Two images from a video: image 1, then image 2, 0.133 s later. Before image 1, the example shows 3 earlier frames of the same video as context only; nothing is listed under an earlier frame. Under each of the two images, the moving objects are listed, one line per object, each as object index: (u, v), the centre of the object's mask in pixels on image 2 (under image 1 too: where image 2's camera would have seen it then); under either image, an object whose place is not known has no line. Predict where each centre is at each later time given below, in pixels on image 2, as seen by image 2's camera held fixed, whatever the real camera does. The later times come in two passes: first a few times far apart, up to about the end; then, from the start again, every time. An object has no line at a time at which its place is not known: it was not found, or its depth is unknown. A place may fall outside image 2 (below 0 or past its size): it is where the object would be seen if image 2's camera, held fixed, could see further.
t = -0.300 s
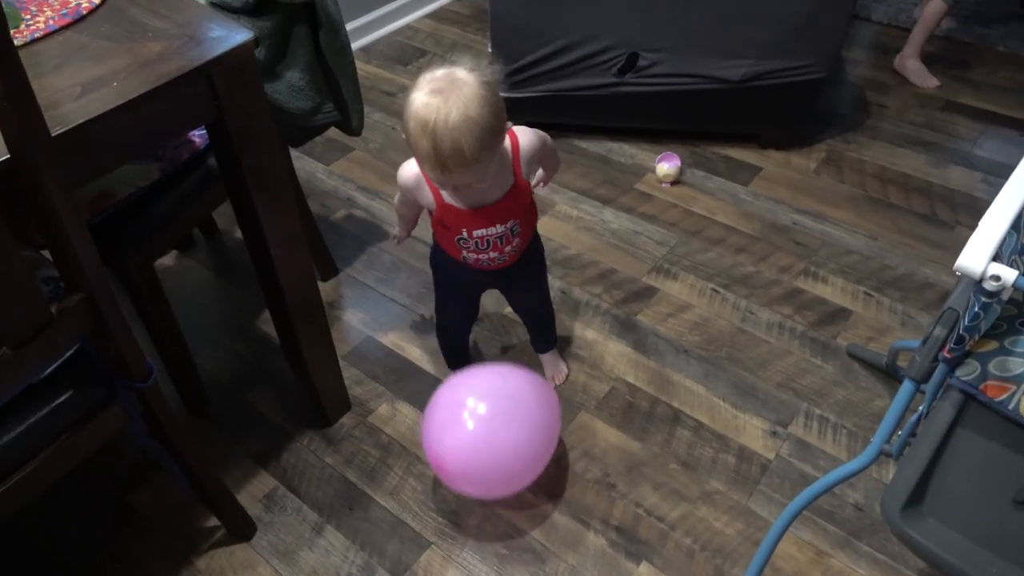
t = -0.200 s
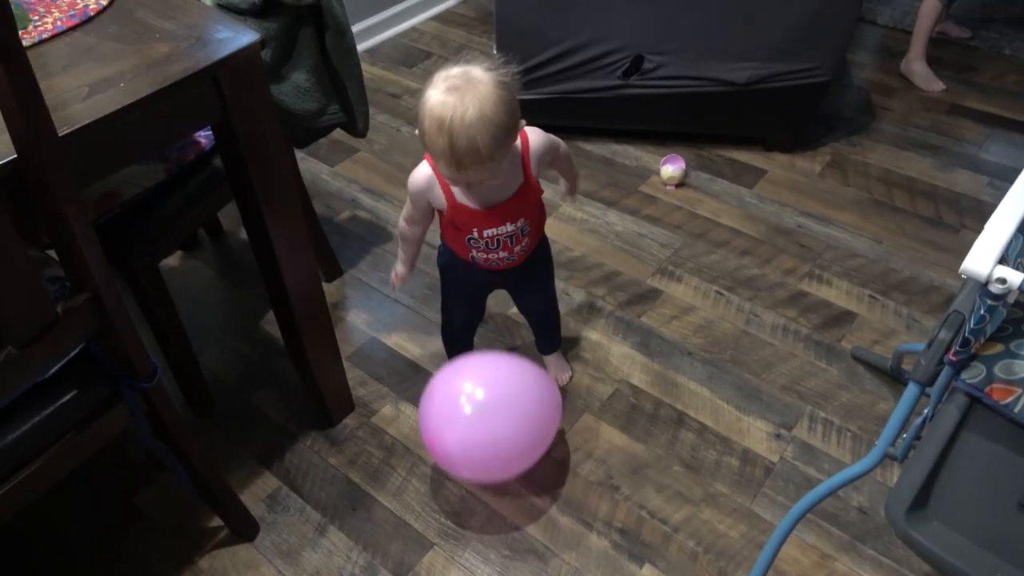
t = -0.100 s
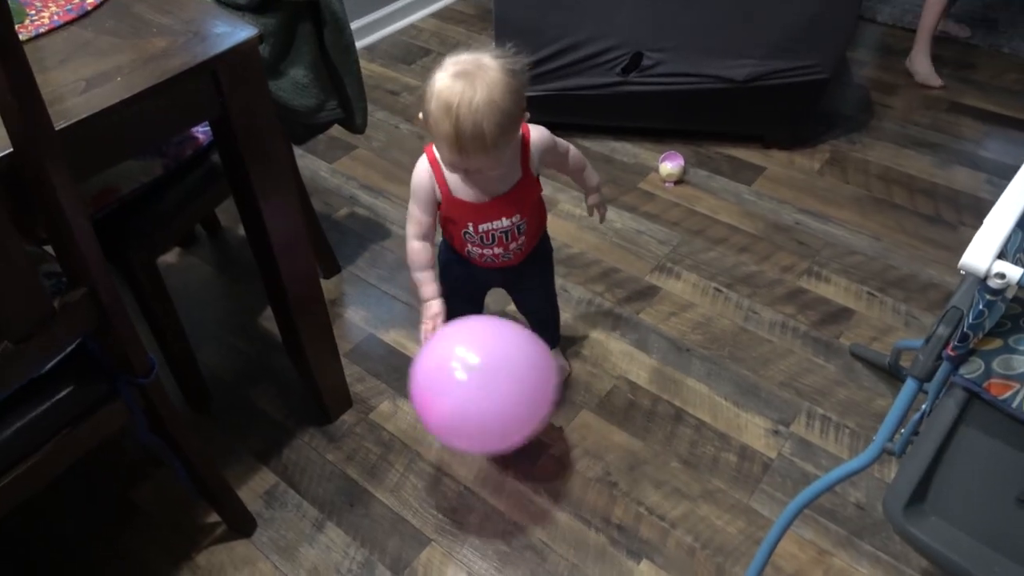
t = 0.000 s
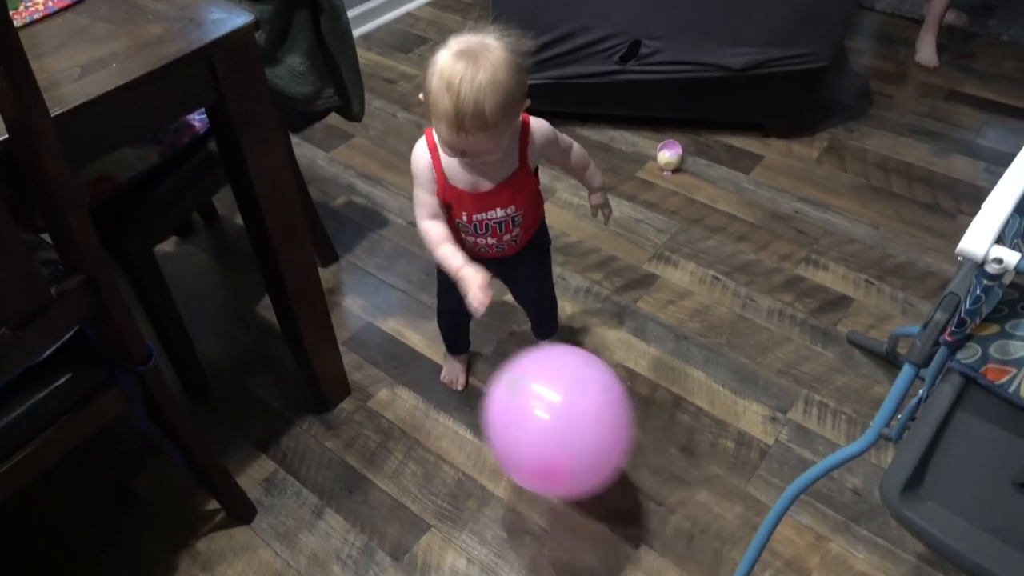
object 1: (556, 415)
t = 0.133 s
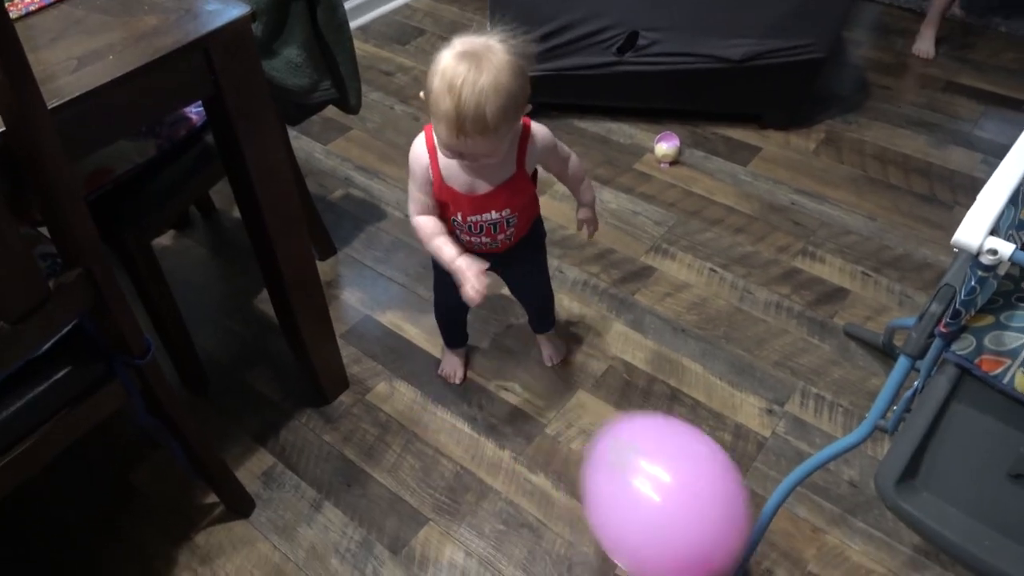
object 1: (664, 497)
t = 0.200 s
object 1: (649, 509)
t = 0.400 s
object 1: (485, 520)
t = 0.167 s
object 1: (676, 509)
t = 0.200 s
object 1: (649, 509)
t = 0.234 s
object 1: (622, 510)
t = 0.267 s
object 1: (593, 511)
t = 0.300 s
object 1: (566, 512)
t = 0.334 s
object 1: (540, 514)
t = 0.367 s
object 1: (510, 516)
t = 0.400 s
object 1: (485, 520)
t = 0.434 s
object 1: (459, 524)
